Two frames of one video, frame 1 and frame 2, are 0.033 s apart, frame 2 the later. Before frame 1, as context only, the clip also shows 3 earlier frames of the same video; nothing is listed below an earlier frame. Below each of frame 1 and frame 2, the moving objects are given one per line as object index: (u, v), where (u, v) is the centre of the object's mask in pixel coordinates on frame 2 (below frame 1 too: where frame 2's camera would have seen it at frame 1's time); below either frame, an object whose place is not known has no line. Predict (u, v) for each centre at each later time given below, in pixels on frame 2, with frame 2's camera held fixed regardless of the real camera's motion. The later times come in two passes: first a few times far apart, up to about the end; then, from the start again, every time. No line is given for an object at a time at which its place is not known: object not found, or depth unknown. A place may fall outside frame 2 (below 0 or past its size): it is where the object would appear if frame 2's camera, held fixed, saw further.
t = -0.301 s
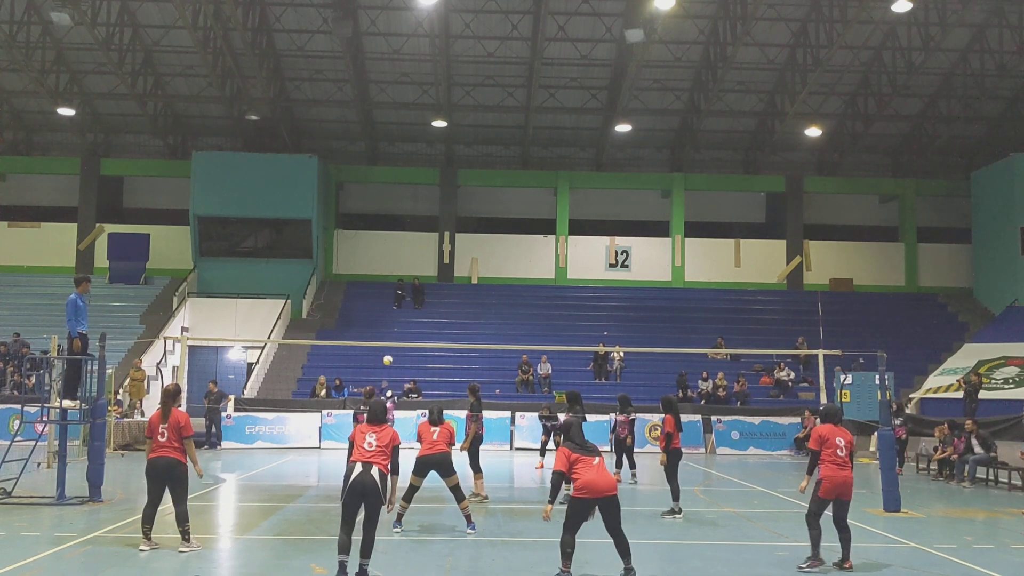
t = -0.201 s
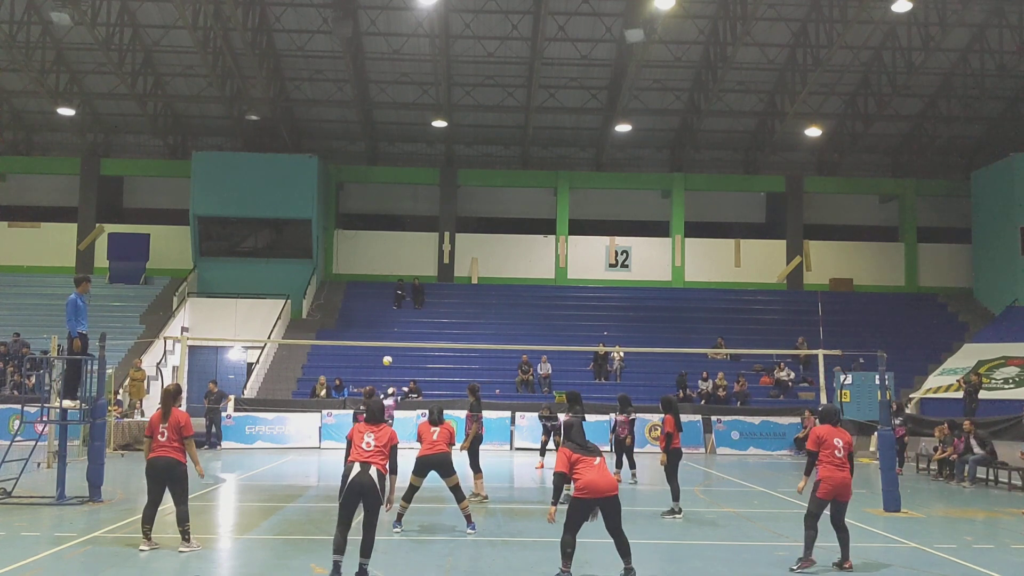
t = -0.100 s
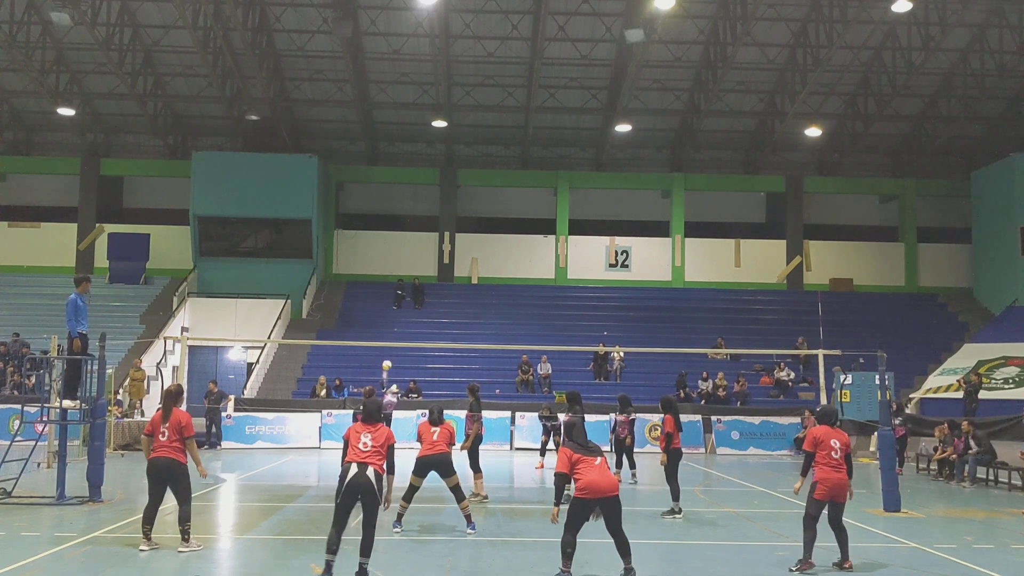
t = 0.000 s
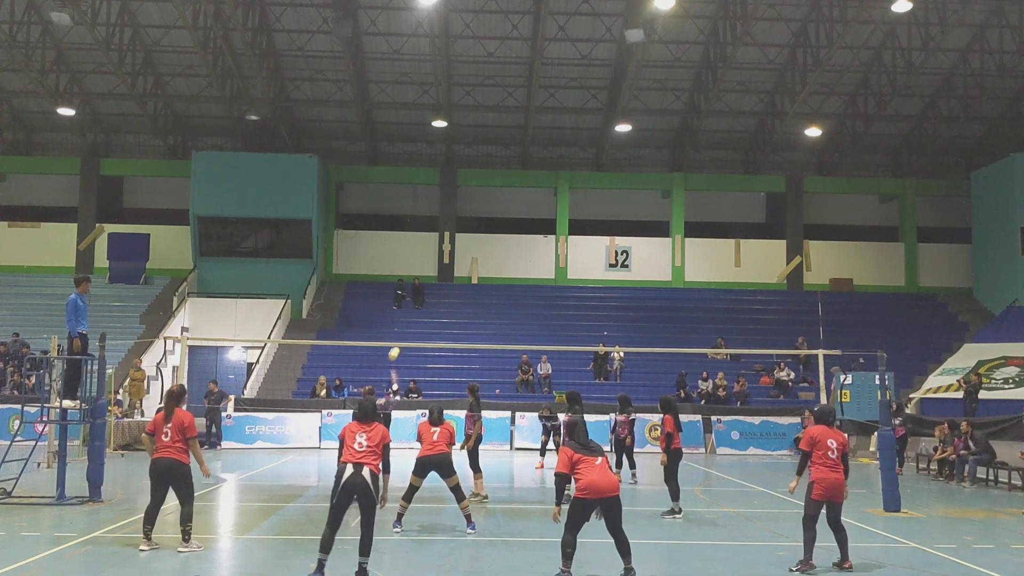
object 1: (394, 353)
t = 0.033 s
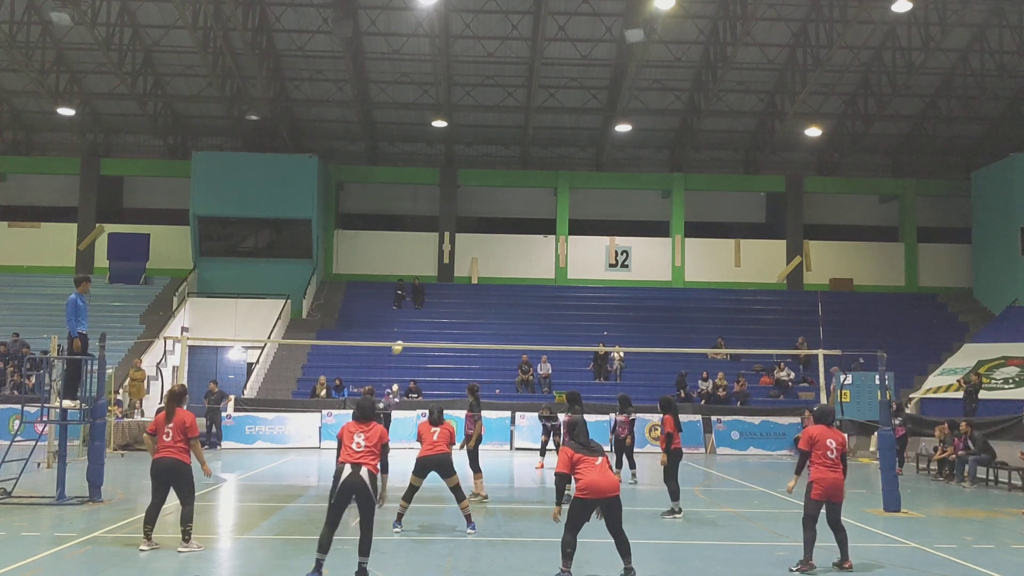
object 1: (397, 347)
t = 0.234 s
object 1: (424, 314)
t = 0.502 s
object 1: (475, 284)
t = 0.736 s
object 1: (540, 282)
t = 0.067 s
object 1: (401, 341)
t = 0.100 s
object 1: (405, 336)
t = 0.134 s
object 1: (410, 330)
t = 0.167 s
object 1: (414, 325)
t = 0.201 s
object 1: (419, 320)
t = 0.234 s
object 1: (424, 314)
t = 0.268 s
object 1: (429, 310)
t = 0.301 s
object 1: (435, 306)
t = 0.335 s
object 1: (441, 302)
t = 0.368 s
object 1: (448, 297)
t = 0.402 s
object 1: (454, 294)
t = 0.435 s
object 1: (461, 290)
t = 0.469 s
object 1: (468, 287)
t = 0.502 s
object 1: (475, 284)
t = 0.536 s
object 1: (482, 282)
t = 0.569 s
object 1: (490, 280)
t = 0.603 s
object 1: (499, 279)
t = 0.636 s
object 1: (507, 278)
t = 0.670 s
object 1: (518, 279)
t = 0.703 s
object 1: (528, 280)
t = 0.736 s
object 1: (540, 282)
